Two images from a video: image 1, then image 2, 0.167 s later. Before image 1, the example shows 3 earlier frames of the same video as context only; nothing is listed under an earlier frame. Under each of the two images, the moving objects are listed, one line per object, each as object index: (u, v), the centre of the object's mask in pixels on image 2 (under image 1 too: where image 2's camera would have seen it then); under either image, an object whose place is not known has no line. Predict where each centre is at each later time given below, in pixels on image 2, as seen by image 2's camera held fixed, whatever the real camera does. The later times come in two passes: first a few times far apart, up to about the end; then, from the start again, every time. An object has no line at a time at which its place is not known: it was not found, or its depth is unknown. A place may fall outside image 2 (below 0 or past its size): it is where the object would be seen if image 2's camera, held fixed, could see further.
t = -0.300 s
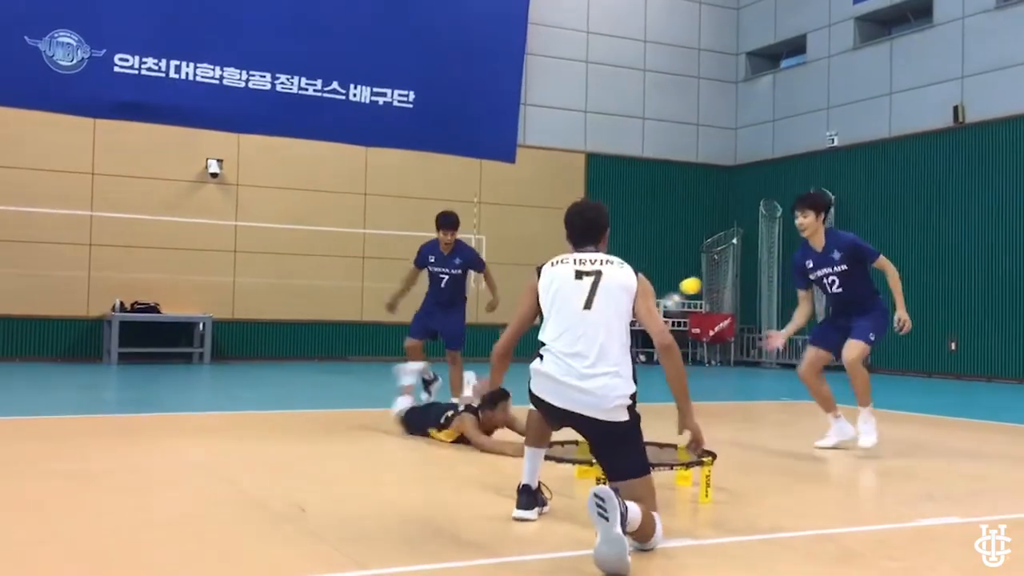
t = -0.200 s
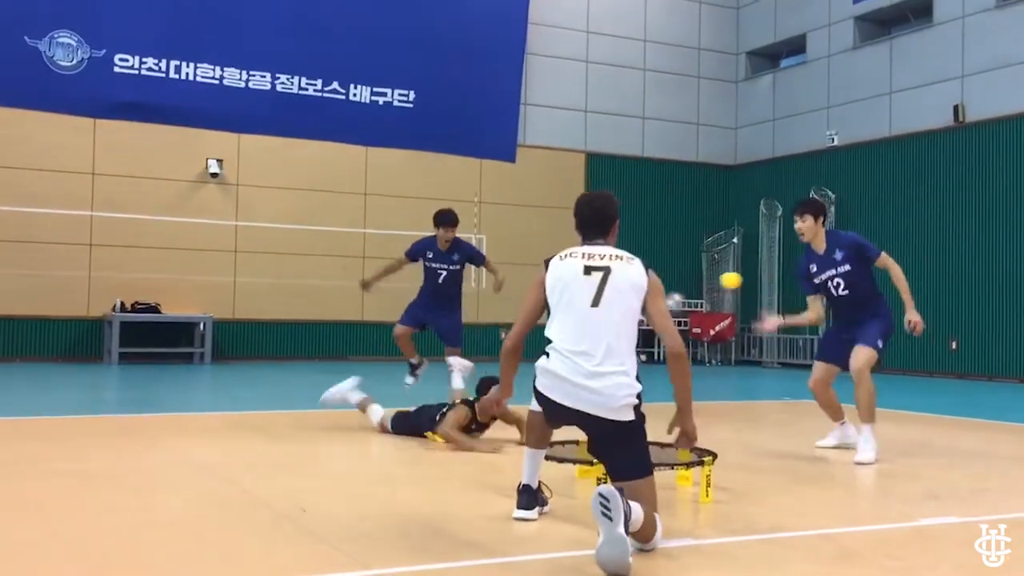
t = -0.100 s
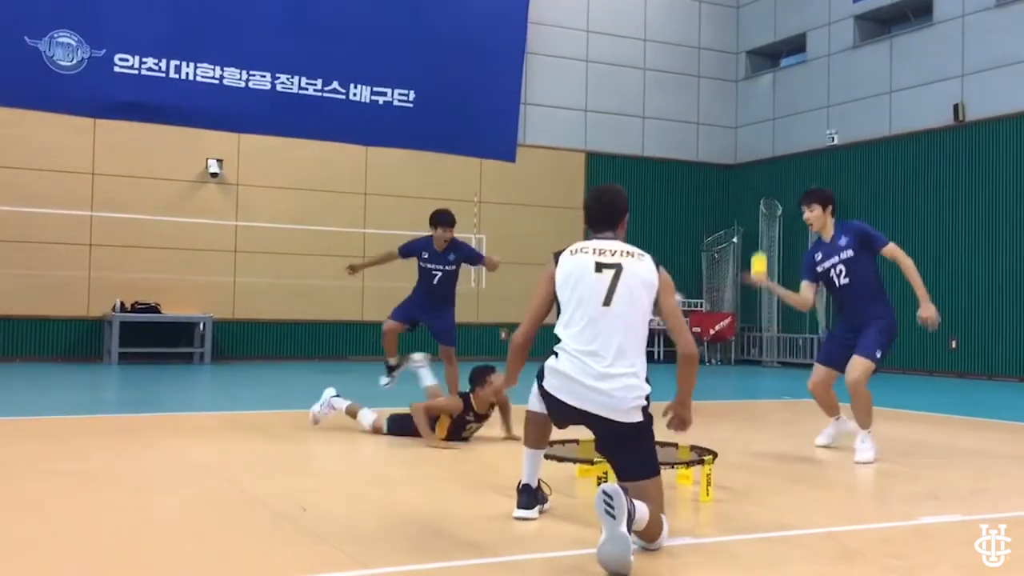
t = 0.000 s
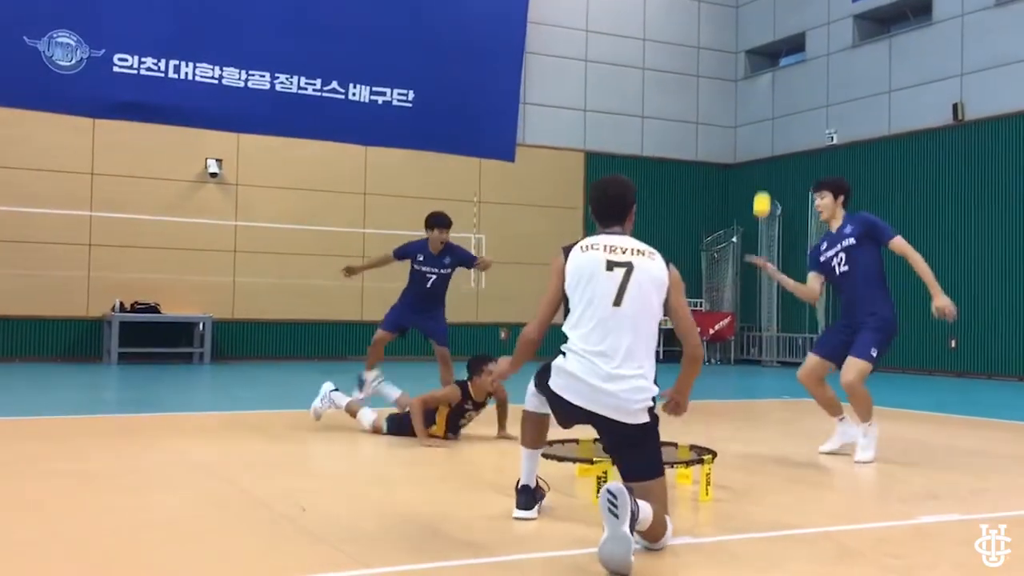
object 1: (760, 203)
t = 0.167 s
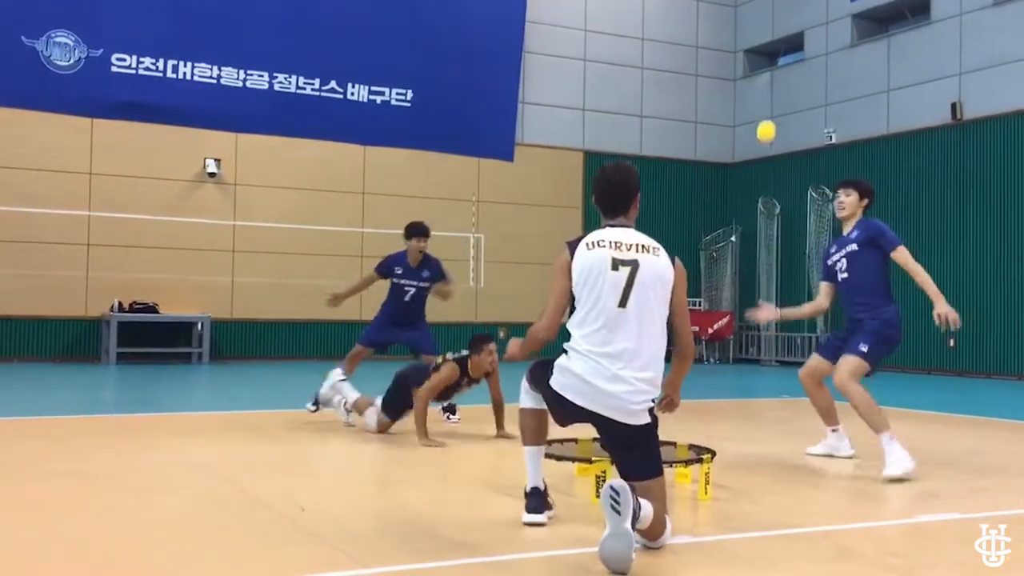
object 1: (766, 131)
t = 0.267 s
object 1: (769, 107)
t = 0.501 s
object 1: (778, 116)
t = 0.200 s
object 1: (767, 122)
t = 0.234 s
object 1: (768, 113)
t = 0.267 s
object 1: (769, 107)
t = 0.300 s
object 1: (771, 102)
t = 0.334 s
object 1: (772, 100)
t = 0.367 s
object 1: (773, 99)
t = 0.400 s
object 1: (774, 100)
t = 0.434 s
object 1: (775, 103)
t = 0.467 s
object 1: (776, 108)
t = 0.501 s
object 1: (778, 116)
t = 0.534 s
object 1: (778, 126)
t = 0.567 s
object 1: (779, 138)
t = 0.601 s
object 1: (780, 154)
